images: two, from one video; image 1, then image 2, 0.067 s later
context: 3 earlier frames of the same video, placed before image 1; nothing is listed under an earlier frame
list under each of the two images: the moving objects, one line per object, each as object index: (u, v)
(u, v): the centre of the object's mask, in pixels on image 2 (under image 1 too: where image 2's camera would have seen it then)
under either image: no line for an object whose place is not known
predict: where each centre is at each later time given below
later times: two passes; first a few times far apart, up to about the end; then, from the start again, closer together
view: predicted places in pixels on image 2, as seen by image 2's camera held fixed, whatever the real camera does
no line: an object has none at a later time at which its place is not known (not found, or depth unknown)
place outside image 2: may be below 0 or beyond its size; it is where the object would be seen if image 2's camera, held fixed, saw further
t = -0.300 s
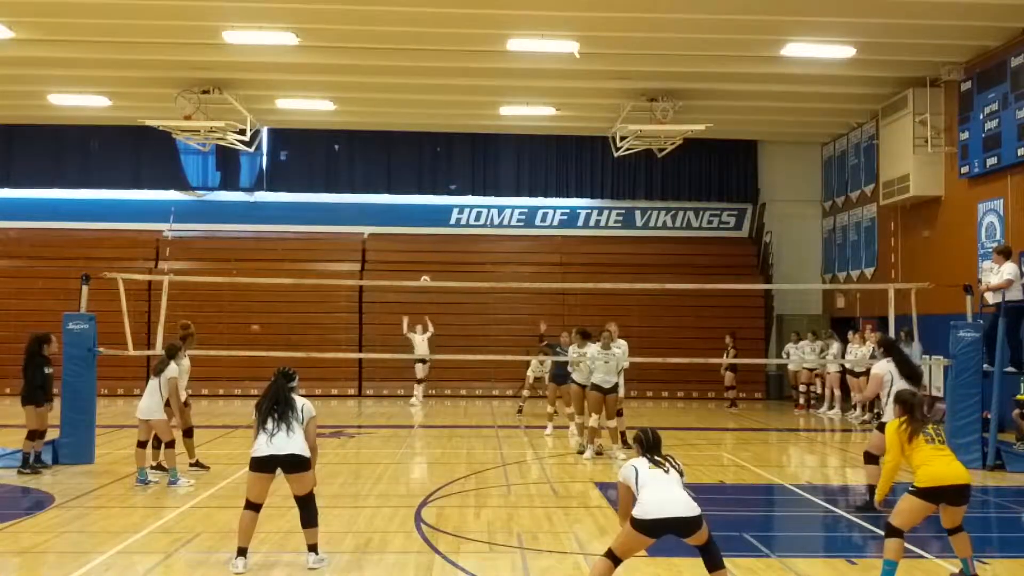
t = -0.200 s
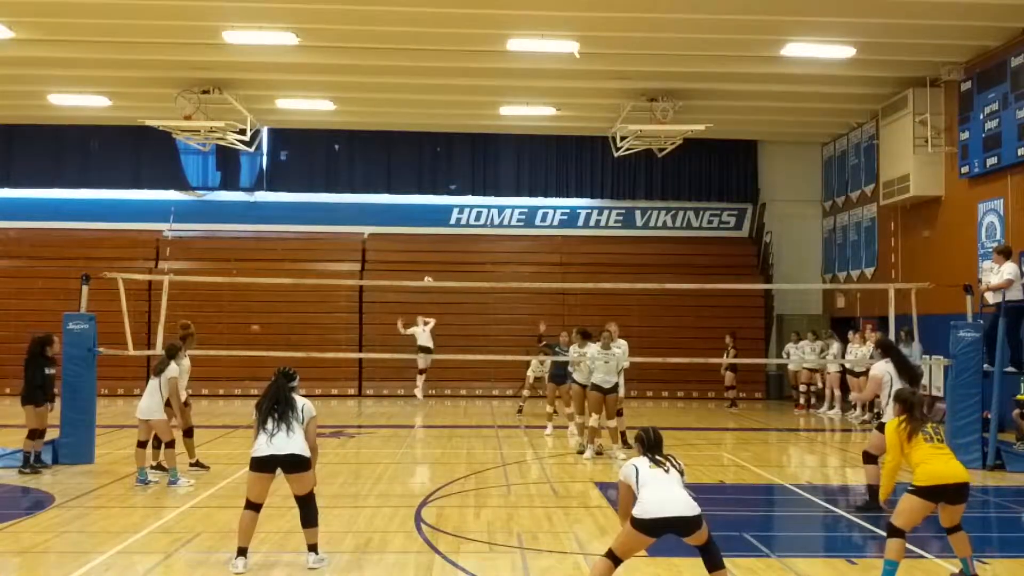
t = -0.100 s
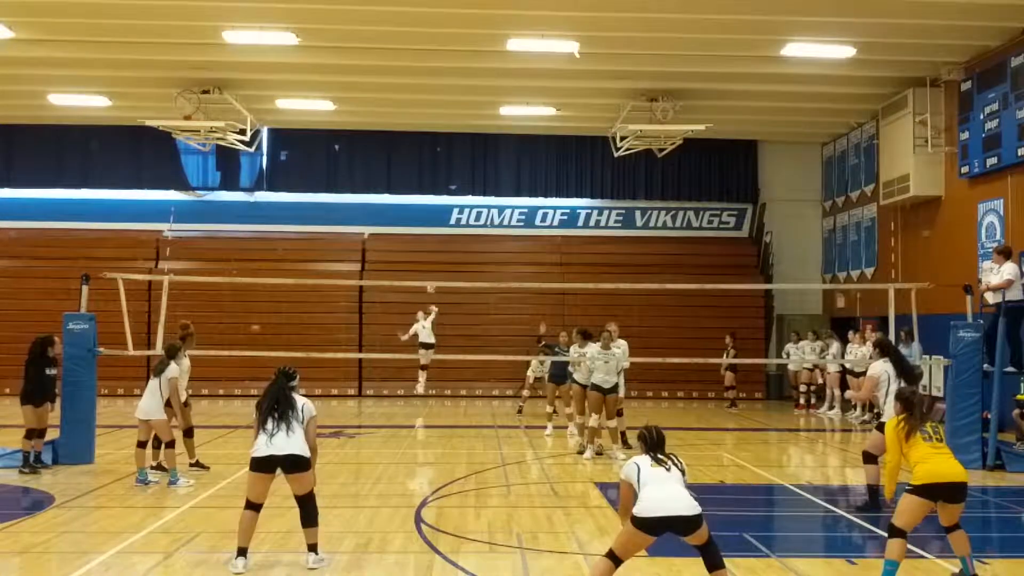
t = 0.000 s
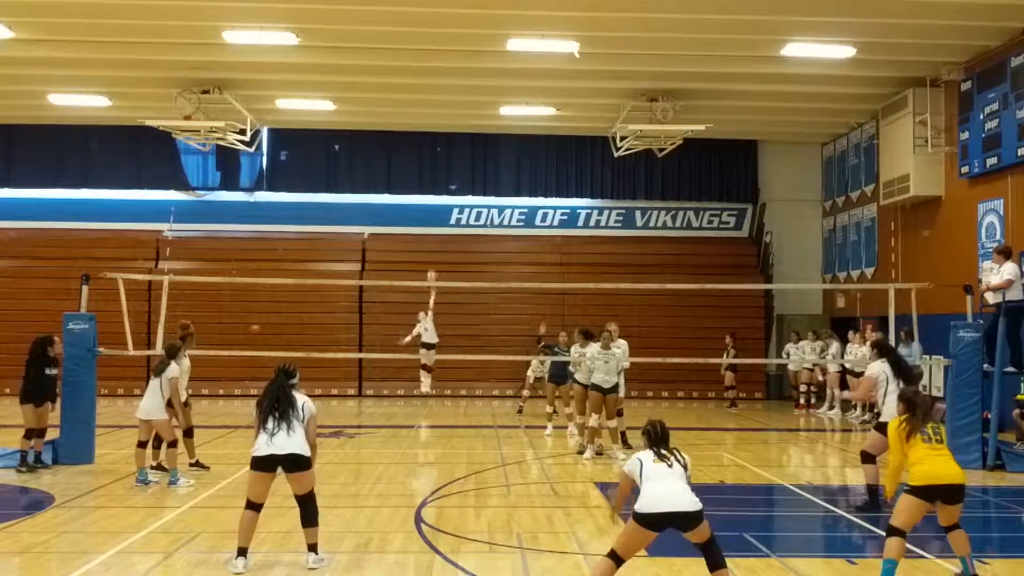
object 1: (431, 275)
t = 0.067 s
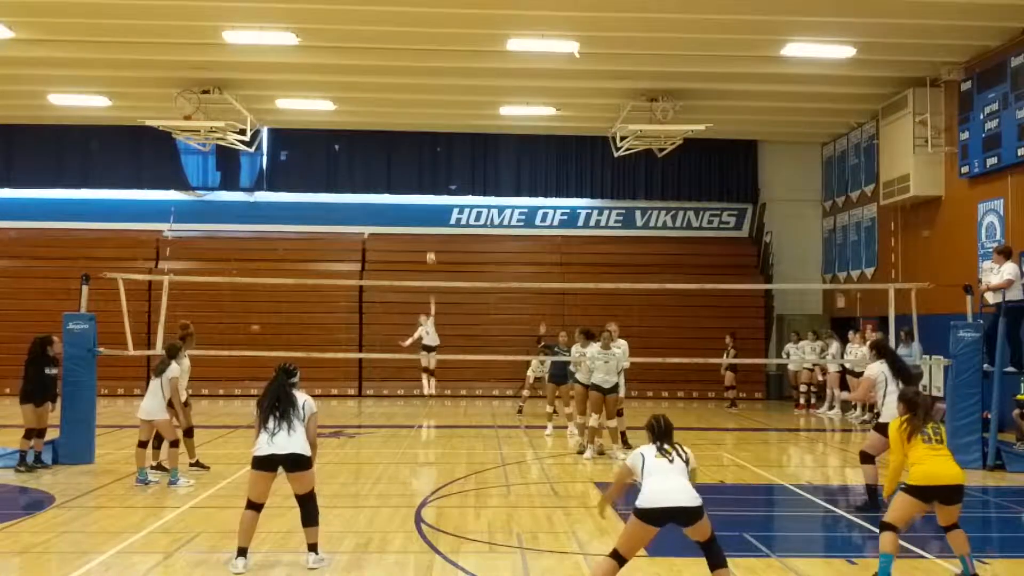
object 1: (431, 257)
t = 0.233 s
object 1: (425, 217)
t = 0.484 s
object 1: (416, 174)
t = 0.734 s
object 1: (408, 162)
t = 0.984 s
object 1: (400, 195)
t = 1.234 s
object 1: (385, 302)
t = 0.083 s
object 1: (430, 253)
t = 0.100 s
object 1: (430, 249)
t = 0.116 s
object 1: (429, 245)
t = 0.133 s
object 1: (429, 241)
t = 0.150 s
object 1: (428, 239)
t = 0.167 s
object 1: (428, 236)
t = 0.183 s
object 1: (428, 228)
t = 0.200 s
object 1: (427, 224)
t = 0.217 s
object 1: (426, 221)
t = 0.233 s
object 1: (425, 217)
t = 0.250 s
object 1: (425, 214)
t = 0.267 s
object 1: (424, 211)
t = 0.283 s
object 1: (424, 208)
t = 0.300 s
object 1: (423, 205)
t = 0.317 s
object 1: (423, 202)
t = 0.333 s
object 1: (421, 197)
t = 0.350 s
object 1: (421, 194)
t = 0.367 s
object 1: (420, 191)
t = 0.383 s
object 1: (419, 188)
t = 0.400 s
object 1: (419, 187)
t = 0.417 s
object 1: (418, 185)
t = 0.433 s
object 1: (417, 181)
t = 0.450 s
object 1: (417, 179)
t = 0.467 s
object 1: (417, 176)
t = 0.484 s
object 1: (416, 174)
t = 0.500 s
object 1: (415, 172)
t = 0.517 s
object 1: (415, 170)
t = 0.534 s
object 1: (414, 168)
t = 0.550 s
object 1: (414, 167)
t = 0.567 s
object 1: (413, 166)
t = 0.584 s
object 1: (413, 165)
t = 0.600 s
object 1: (412, 163)
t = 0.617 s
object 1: (412, 162)
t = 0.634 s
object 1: (411, 162)
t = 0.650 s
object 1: (411, 161)
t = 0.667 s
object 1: (410, 161)
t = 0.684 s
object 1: (410, 161)
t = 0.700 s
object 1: (409, 161)
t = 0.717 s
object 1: (409, 161)
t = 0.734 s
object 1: (408, 162)
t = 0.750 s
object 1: (408, 162)
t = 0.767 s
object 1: (407, 163)
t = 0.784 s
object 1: (407, 164)
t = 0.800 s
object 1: (406, 165)
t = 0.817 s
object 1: (406, 167)
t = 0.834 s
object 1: (405, 169)
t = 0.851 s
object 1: (405, 171)
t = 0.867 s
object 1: (404, 173)
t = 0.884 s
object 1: (403, 176)
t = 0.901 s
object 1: (403, 178)
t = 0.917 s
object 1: (402, 181)
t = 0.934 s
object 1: (402, 184)
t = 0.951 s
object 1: (401, 187)
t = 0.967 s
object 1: (400, 191)
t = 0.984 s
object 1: (400, 195)
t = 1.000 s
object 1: (398, 199)
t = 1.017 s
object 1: (398, 204)
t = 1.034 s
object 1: (397, 211)
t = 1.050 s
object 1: (396, 215)
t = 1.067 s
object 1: (395, 221)
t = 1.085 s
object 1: (394, 227)
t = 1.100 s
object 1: (395, 234)
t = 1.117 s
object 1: (393, 240)
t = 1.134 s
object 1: (392, 248)
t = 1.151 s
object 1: (391, 256)
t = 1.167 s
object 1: (390, 264)
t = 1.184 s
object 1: (389, 271)
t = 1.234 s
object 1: (385, 302)
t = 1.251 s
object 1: (384, 311)
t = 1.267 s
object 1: (383, 322)
